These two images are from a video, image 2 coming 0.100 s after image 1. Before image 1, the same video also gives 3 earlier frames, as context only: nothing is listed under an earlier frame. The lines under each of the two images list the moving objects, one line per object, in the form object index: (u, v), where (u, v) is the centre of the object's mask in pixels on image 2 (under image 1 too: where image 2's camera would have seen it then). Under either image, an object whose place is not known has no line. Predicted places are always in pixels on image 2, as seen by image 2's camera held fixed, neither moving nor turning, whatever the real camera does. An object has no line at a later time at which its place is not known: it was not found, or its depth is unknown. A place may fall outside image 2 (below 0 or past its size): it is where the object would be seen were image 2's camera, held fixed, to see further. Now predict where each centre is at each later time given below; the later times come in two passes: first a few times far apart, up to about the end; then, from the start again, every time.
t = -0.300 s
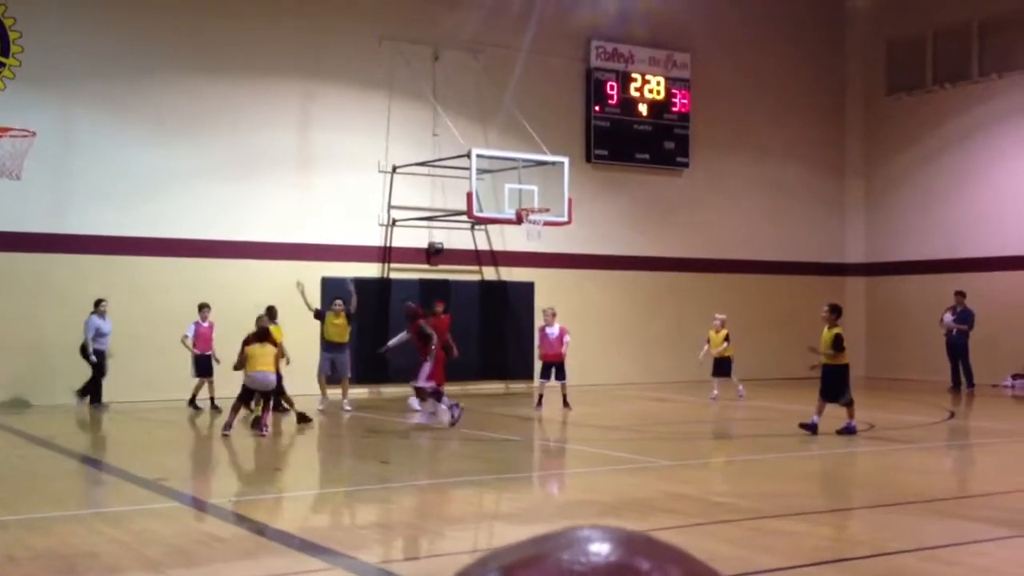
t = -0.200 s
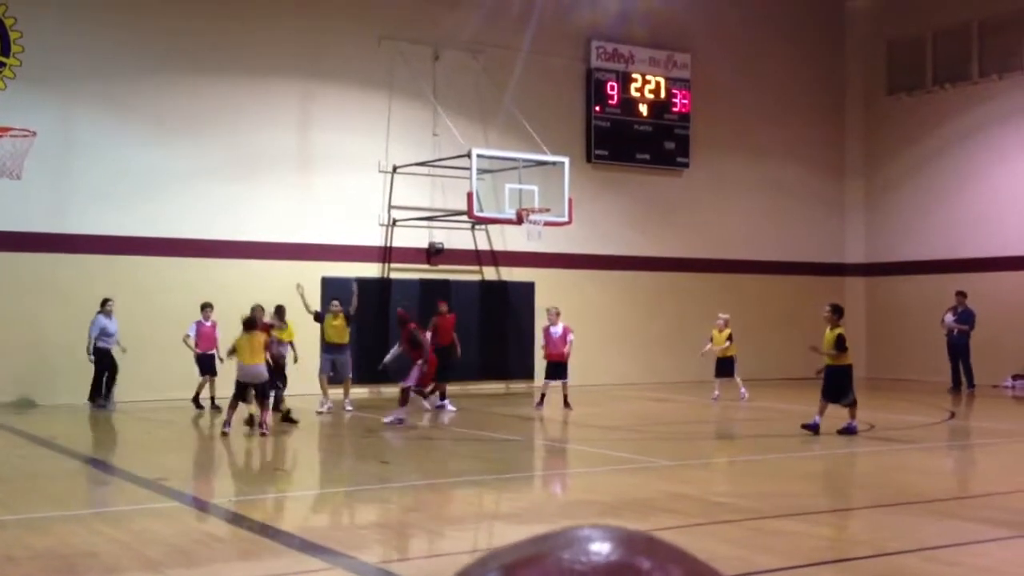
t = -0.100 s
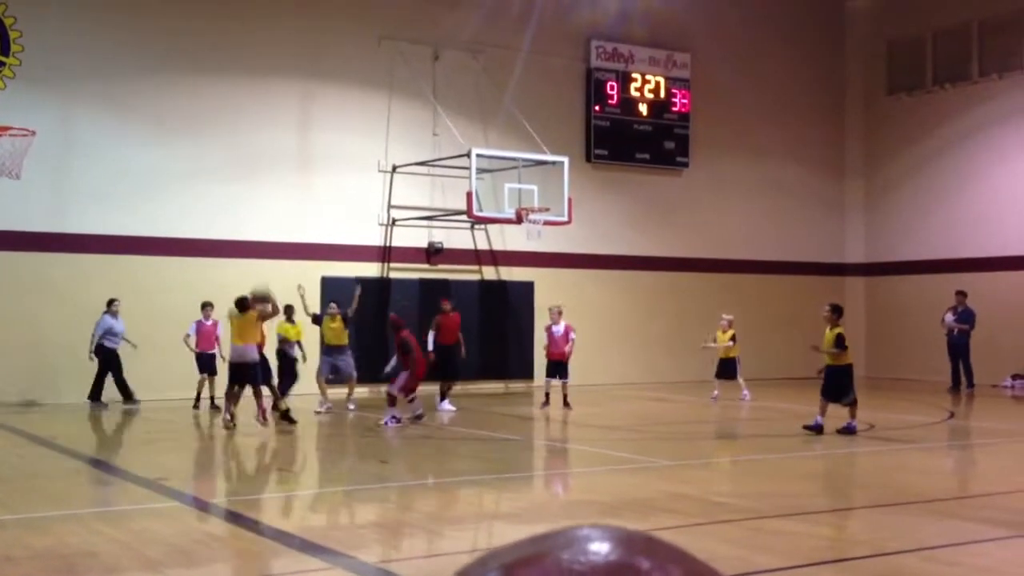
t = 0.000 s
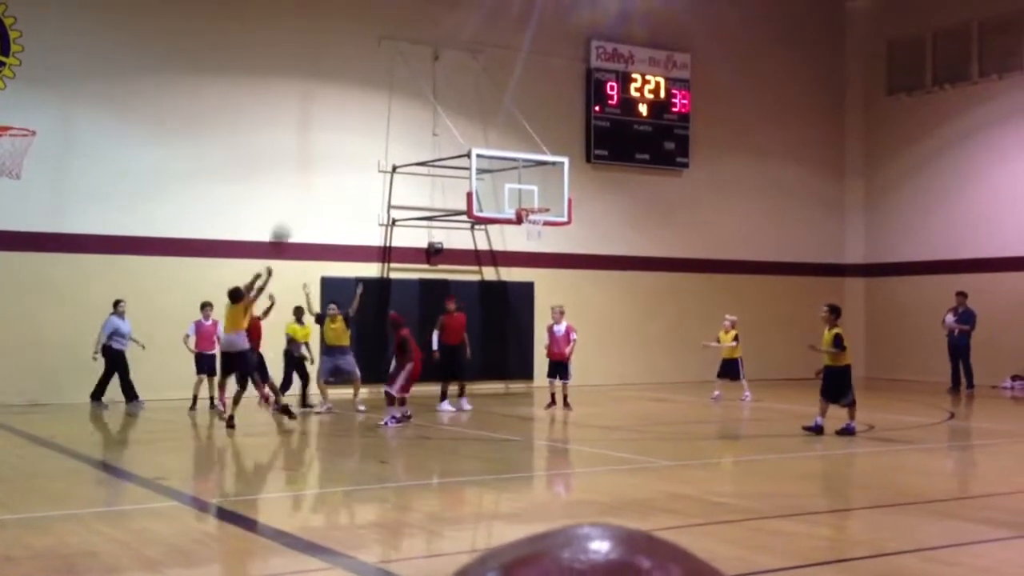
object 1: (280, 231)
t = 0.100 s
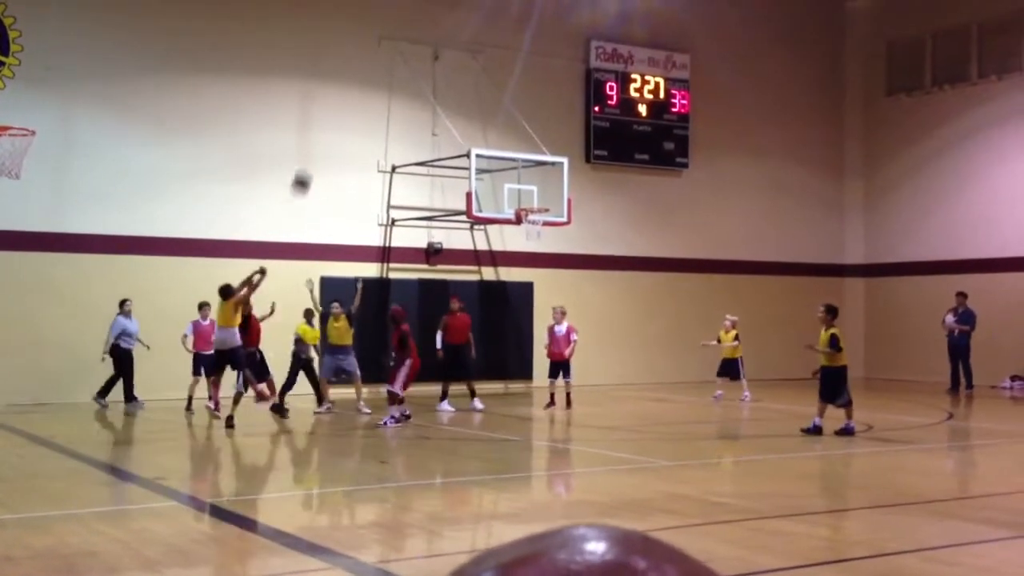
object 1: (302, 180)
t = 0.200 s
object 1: (323, 138)
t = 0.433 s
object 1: (368, 73)
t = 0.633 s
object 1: (402, 54)
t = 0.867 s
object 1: (438, 67)
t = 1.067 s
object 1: (468, 110)
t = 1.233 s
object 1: (491, 162)
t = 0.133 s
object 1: (309, 165)
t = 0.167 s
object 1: (316, 151)
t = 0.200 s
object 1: (323, 138)
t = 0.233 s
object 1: (329, 126)
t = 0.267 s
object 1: (336, 115)
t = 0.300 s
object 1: (342, 105)
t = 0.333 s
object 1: (348, 96)
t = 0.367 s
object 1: (355, 87)
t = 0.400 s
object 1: (362, 80)
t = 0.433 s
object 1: (368, 73)
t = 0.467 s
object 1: (374, 68)
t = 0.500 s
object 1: (379, 64)
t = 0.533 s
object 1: (385, 60)
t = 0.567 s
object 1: (391, 57)
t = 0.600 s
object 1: (397, 55)
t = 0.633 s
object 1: (402, 54)
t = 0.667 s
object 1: (407, 53)
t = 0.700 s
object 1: (412, 53)
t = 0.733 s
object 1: (418, 55)
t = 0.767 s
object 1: (424, 57)
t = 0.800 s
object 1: (429, 60)
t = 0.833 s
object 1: (433, 63)
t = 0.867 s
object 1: (438, 67)
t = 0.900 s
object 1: (444, 73)
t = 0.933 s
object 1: (448, 79)
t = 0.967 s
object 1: (453, 85)
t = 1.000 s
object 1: (458, 92)
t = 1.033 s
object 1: (463, 101)
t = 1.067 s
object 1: (468, 110)
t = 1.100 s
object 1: (472, 118)
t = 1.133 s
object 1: (477, 129)
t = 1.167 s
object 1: (481, 138)
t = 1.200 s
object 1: (485, 148)
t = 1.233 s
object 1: (491, 162)
